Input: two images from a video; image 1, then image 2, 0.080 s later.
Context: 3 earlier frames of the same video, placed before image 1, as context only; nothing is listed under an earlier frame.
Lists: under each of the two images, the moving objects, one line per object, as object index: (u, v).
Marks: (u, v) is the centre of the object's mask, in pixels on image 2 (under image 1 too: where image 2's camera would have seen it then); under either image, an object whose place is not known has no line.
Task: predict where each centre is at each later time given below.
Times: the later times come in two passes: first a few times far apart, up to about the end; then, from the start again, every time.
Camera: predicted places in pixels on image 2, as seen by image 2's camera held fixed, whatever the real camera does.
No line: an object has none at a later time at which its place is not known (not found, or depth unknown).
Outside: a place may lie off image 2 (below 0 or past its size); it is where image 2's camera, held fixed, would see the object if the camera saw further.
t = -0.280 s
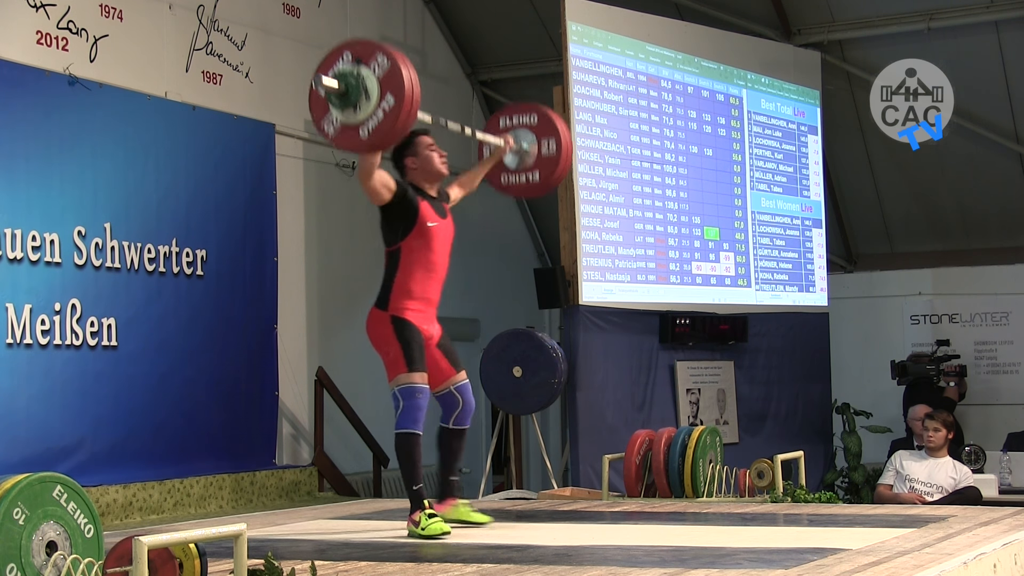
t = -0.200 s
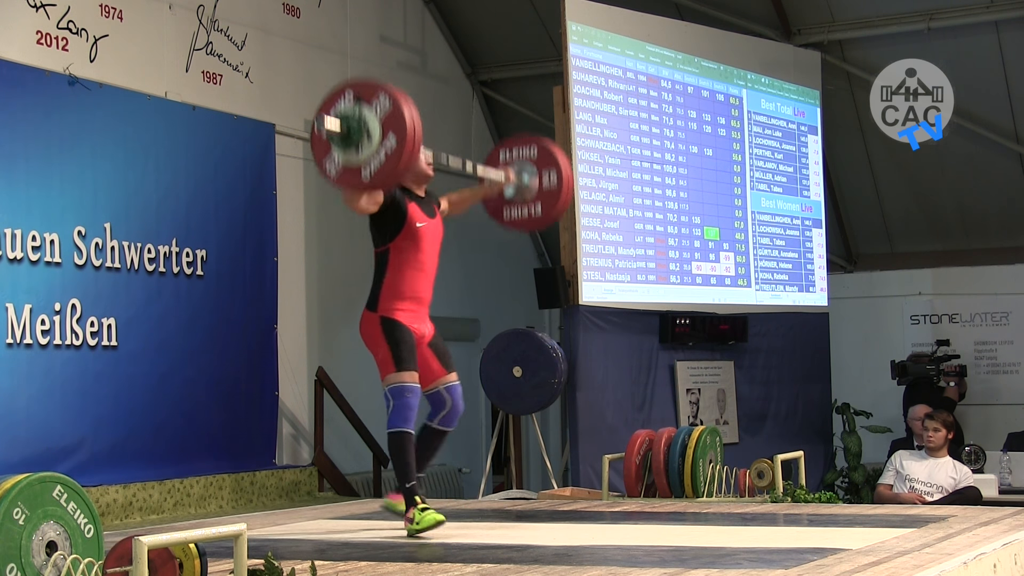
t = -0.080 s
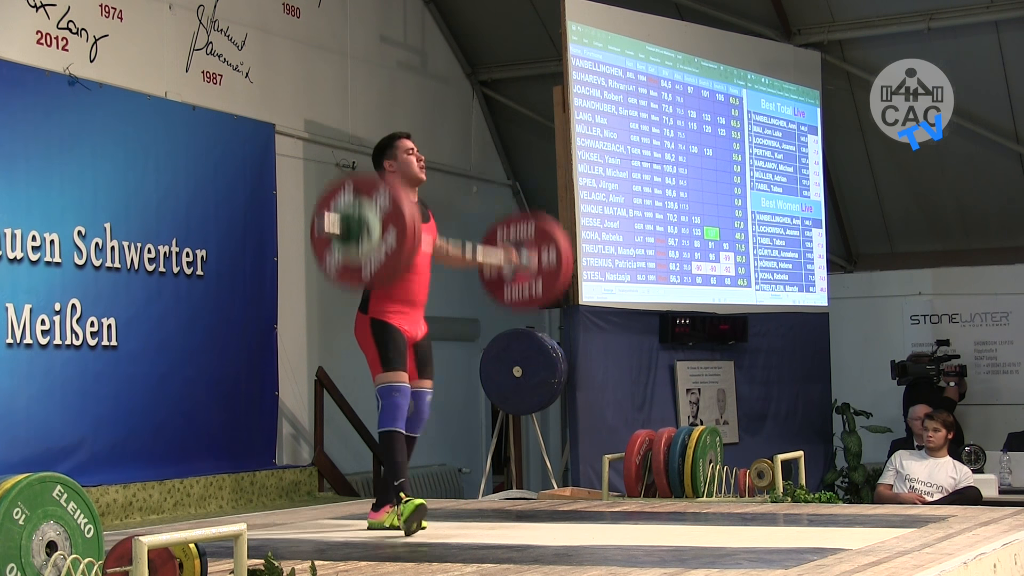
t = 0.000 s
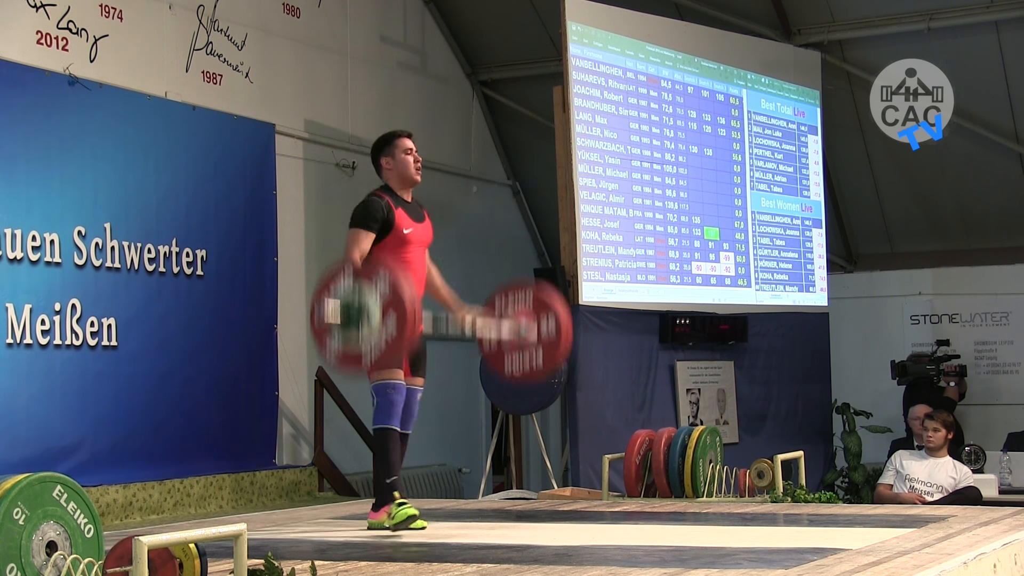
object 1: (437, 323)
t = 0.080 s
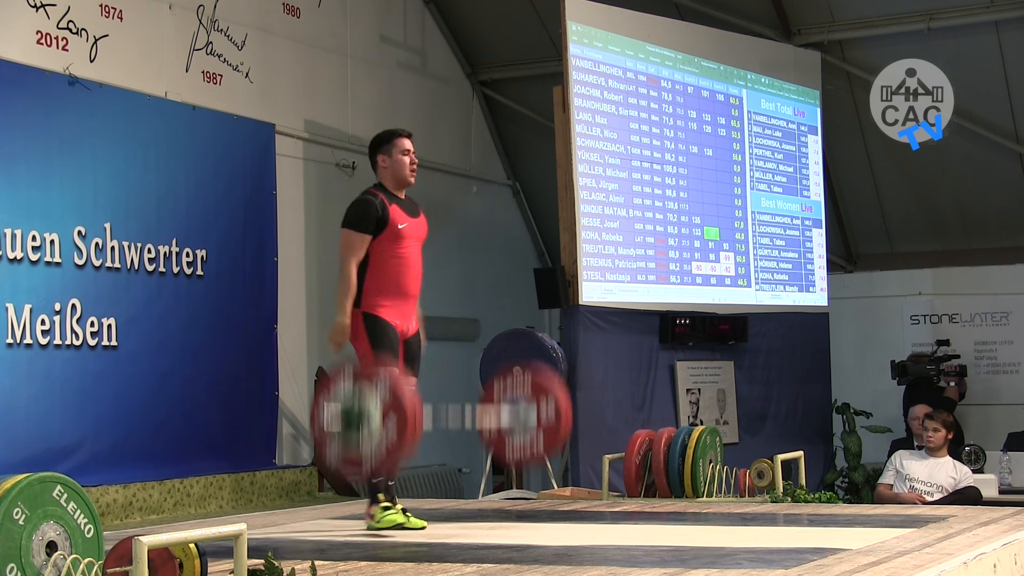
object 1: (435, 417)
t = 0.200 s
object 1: (431, 452)
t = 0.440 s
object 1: (421, 397)
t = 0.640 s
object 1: (418, 451)
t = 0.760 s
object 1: (413, 476)
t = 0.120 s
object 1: (438, 466)
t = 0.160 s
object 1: (432, 472)
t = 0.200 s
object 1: (431, 452)
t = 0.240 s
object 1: (429, 434)
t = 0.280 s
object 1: (427, 419)
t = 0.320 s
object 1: (425, 408)
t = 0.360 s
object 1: (424, 401)
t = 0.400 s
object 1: (423, 397)
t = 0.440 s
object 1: (421, 397)
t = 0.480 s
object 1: (420, 401)
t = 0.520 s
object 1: (420, 407)
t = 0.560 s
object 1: (418, 419)
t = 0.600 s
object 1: (418, 433)
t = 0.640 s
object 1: (418, 451)
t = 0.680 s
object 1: (414, 468)
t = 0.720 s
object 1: (414, 471)
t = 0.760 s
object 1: (413, 476)
